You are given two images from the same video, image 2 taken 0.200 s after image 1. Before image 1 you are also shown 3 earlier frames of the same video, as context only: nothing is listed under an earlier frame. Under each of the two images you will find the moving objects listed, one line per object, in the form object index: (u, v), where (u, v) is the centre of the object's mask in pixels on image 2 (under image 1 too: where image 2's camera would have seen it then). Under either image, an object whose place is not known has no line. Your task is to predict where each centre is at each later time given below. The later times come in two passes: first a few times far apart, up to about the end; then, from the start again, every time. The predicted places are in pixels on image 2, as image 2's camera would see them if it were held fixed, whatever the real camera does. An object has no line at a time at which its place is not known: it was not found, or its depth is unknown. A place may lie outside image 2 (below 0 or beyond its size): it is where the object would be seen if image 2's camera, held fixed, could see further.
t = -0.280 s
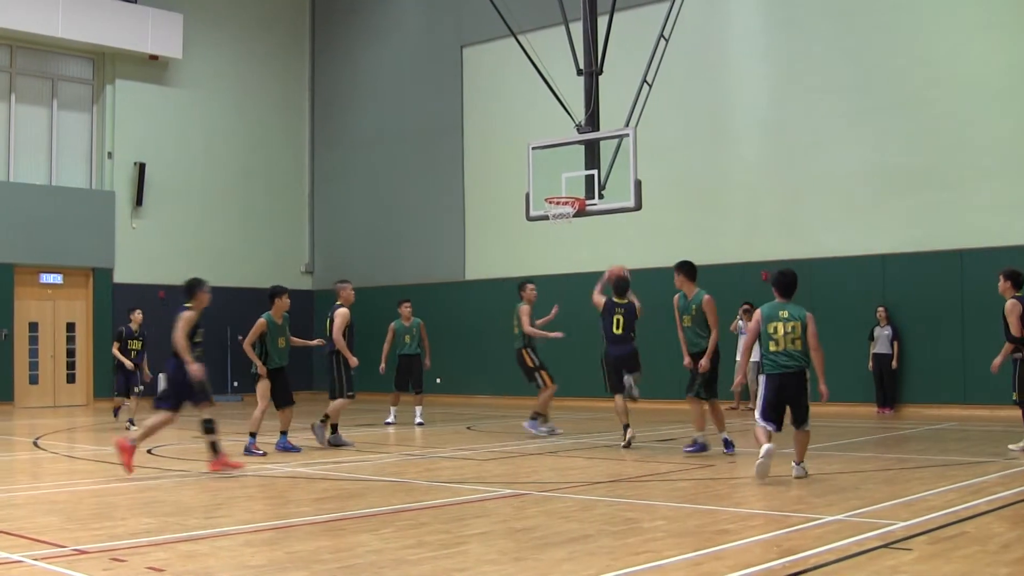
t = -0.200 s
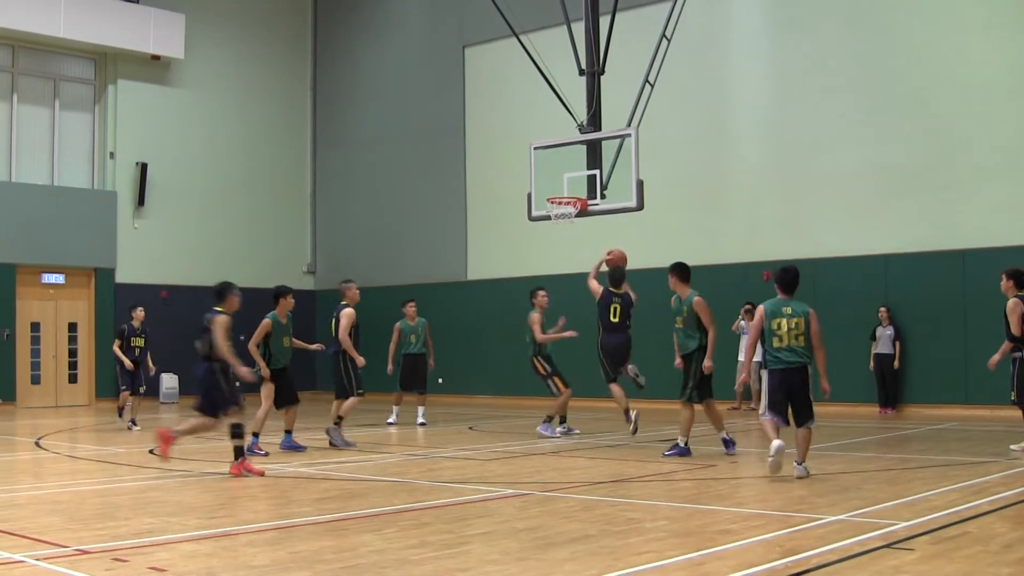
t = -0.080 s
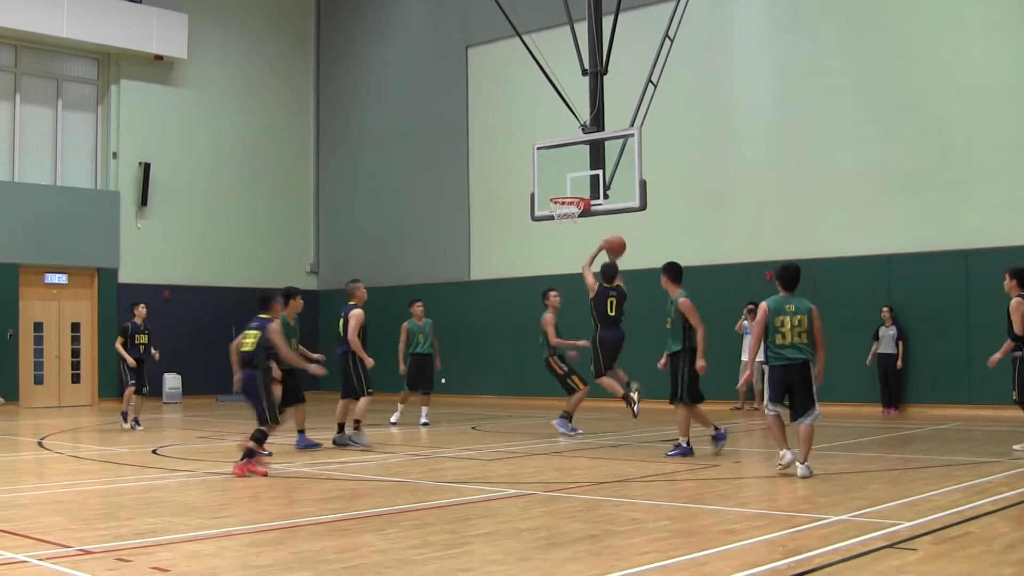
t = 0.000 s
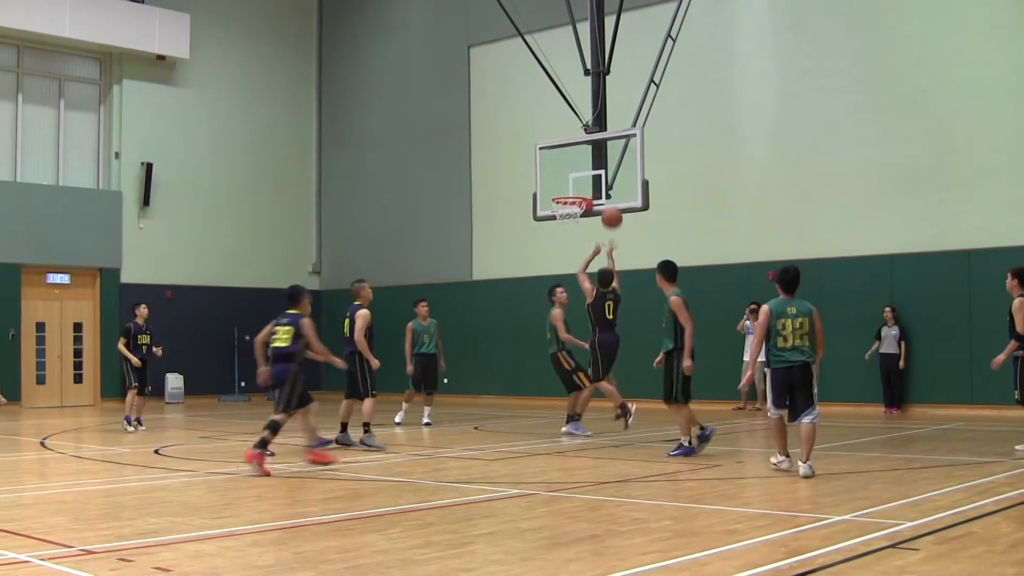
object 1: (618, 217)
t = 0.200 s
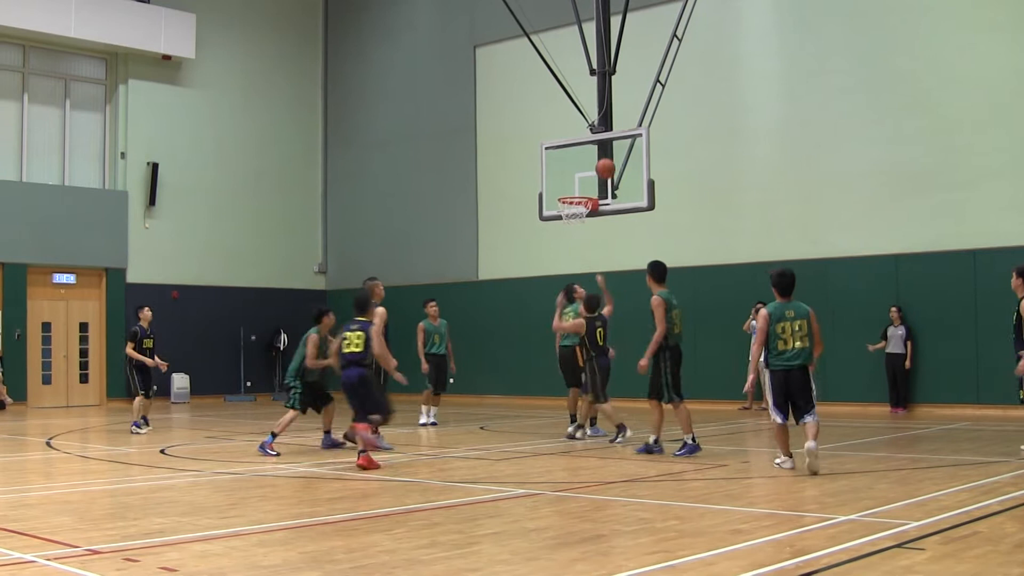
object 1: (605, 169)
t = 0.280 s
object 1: (601, 160)
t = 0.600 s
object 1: (586, 173)
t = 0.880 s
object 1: (556, 172)
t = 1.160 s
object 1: (512, 178)
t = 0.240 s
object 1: (603, 163)
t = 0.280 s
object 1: (601, 160)
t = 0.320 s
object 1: (599, 157)
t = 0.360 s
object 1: (597, 156)
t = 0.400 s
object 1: (595, 156)
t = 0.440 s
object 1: (593, 157)
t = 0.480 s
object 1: (591, 160)
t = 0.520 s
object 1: (589, 163)
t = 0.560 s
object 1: (587, 168)
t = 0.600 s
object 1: (586, 173)
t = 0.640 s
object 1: (584, 180)
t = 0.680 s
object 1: (583, 188)
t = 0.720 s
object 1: (581, 192)
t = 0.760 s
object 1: (574, 187)
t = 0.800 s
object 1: (568, 181)
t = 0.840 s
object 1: (562, 176)
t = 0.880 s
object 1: (556, 172)
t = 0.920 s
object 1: (550, 170)
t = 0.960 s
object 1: (544, 168)
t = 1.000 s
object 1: (537, 168)
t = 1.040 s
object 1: (531, 169)
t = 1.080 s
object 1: (525, 170)
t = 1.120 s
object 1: (519, 173)
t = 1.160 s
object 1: (512, 178)
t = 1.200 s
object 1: (506, 183)
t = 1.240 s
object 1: (499, 190)
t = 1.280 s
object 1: (493, 198)
